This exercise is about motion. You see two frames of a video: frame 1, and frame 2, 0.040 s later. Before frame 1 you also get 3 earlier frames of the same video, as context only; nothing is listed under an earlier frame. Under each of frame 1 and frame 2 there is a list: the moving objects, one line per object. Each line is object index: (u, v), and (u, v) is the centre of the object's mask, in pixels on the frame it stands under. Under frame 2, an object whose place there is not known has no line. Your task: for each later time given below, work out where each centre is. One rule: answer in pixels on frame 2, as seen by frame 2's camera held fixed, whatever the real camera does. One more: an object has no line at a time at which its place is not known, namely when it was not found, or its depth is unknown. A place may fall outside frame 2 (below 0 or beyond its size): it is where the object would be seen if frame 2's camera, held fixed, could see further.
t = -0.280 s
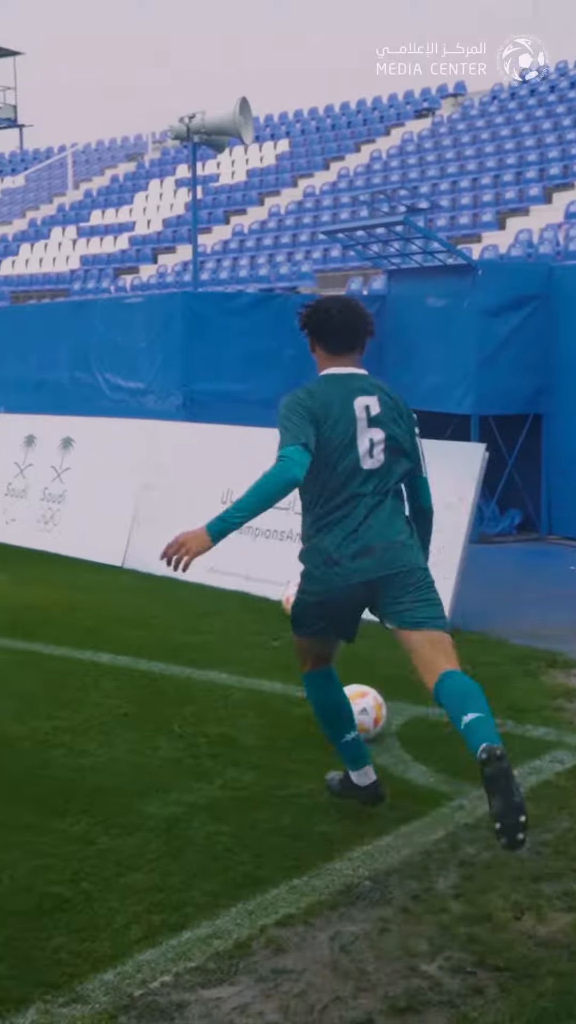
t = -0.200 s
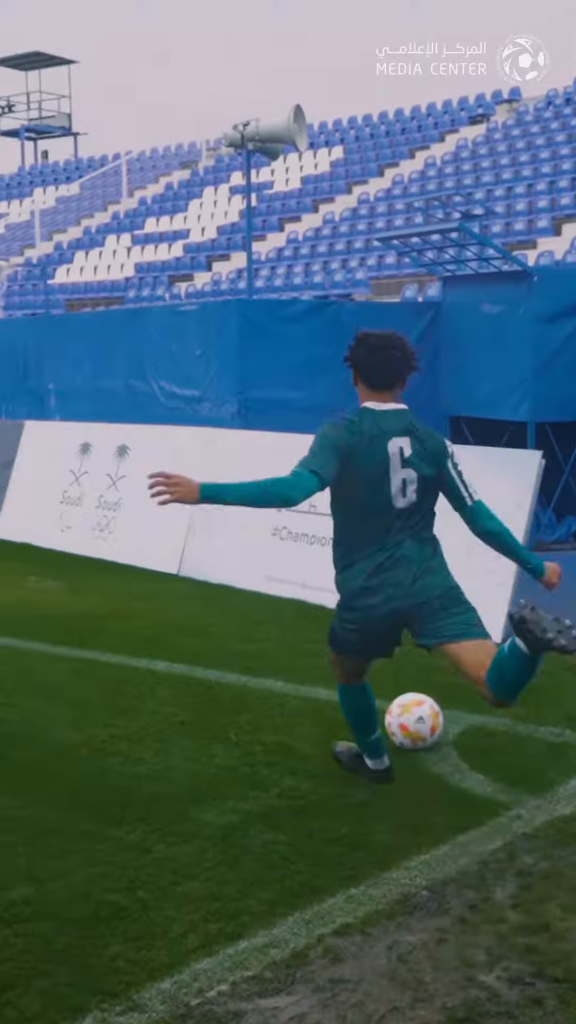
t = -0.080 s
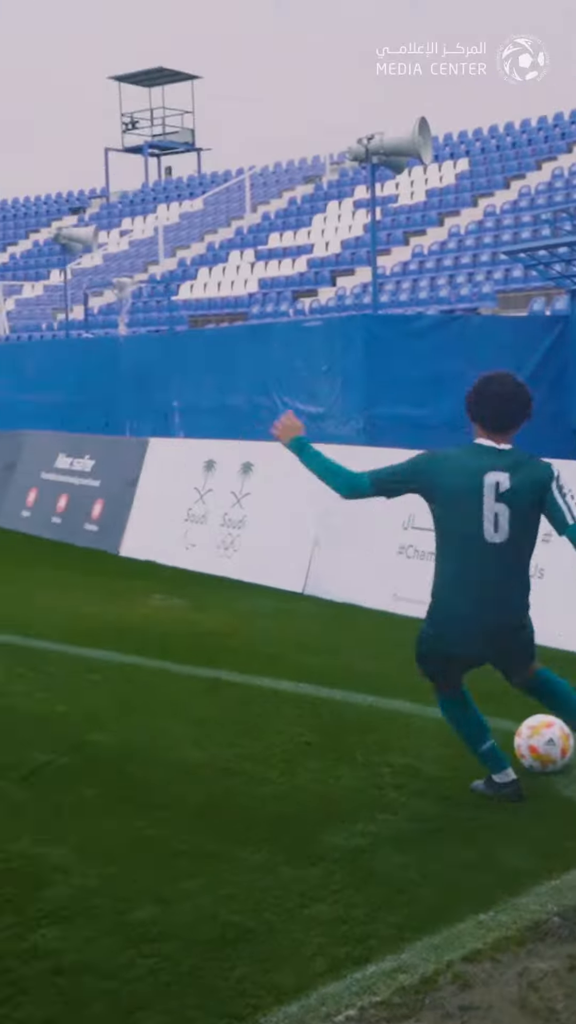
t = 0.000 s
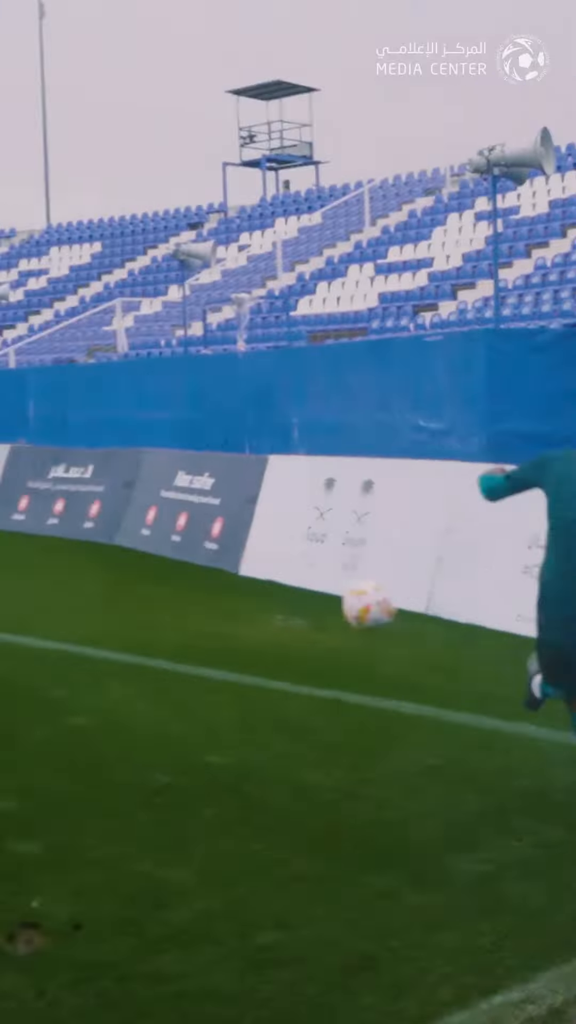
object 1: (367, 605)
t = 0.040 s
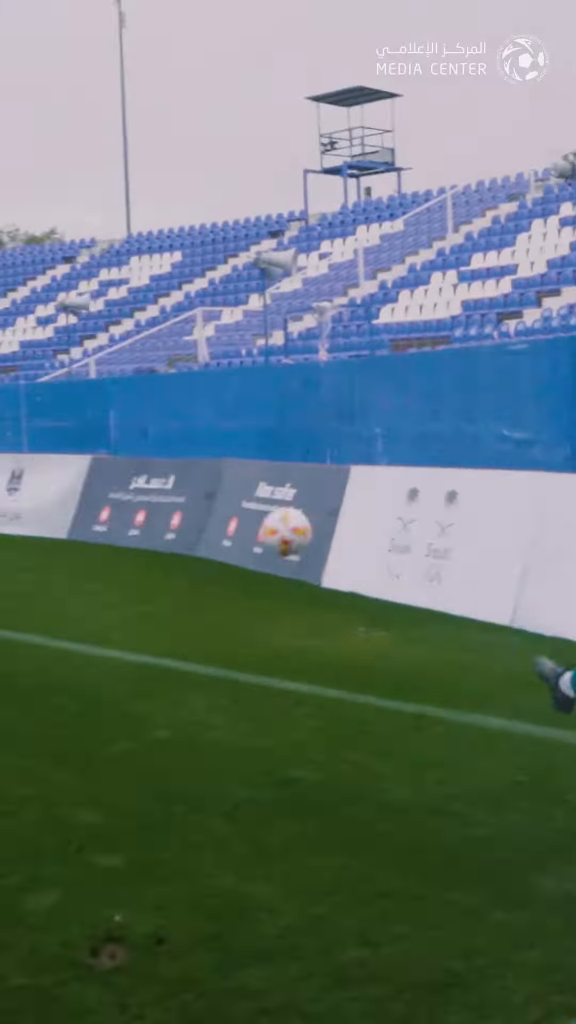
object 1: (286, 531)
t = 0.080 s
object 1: (150, 468)
